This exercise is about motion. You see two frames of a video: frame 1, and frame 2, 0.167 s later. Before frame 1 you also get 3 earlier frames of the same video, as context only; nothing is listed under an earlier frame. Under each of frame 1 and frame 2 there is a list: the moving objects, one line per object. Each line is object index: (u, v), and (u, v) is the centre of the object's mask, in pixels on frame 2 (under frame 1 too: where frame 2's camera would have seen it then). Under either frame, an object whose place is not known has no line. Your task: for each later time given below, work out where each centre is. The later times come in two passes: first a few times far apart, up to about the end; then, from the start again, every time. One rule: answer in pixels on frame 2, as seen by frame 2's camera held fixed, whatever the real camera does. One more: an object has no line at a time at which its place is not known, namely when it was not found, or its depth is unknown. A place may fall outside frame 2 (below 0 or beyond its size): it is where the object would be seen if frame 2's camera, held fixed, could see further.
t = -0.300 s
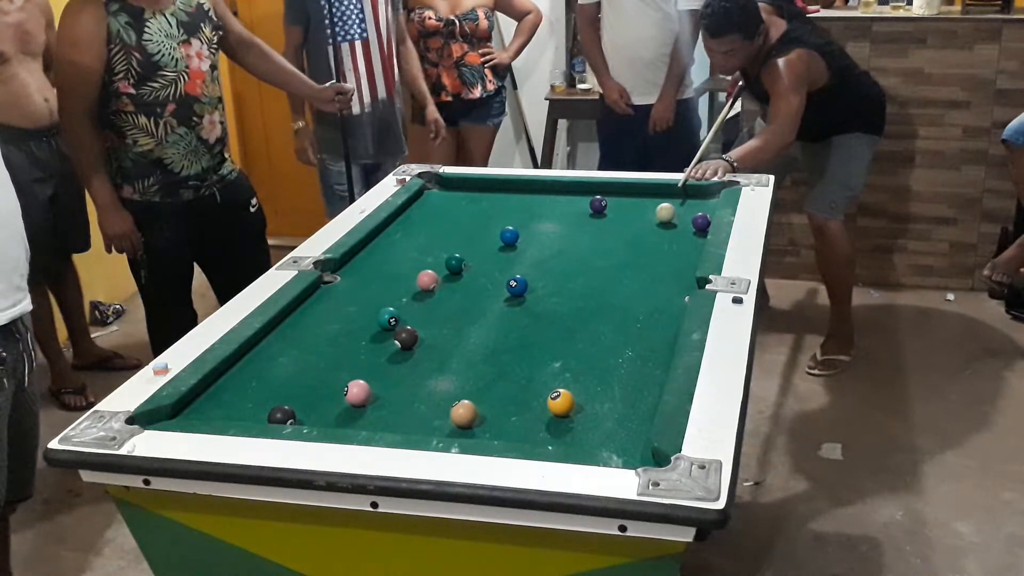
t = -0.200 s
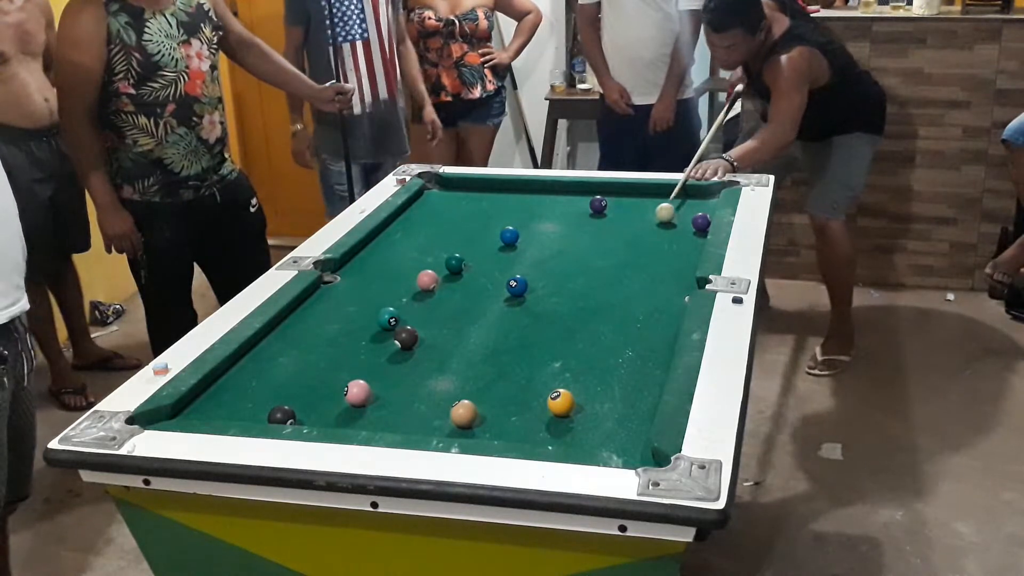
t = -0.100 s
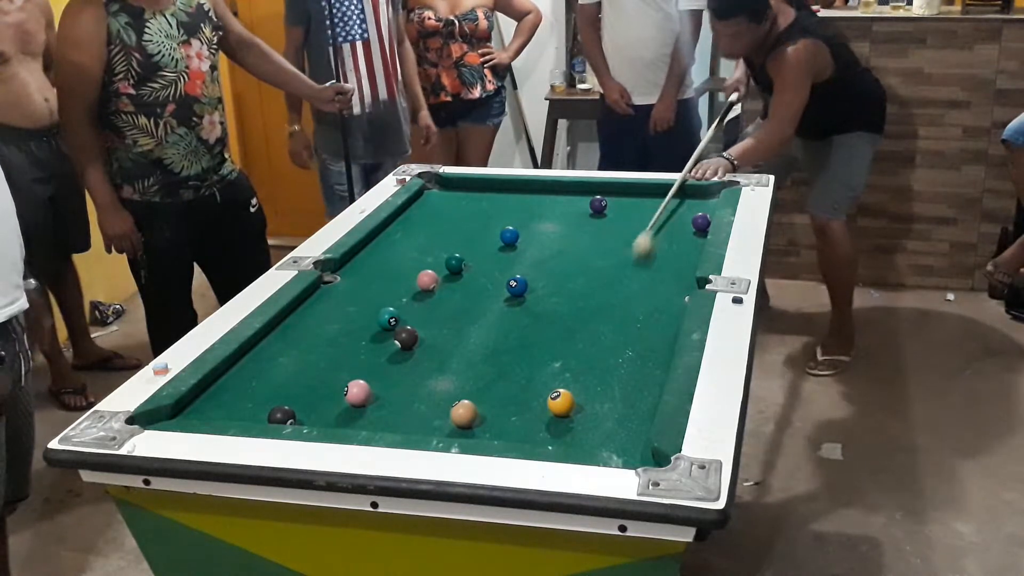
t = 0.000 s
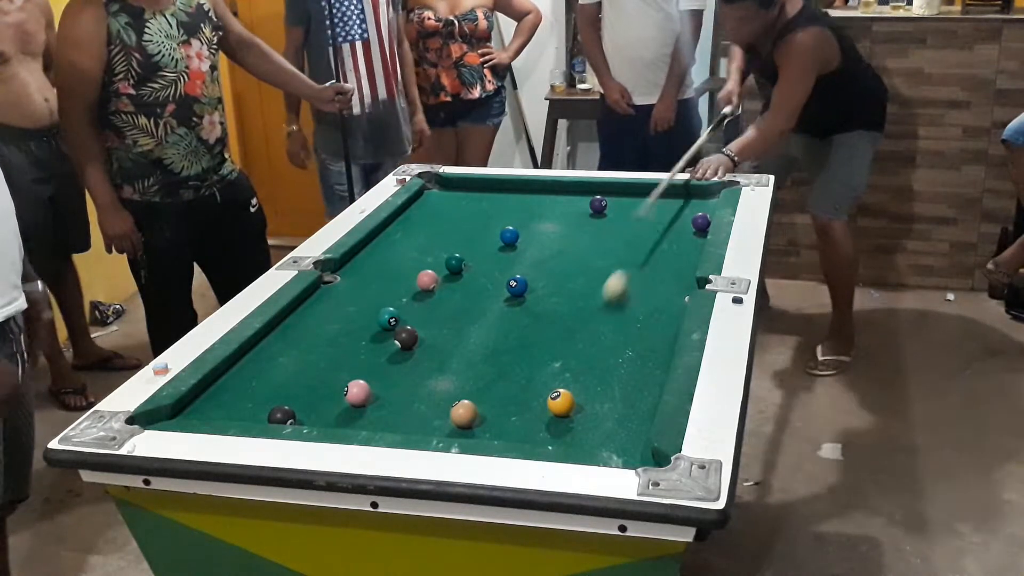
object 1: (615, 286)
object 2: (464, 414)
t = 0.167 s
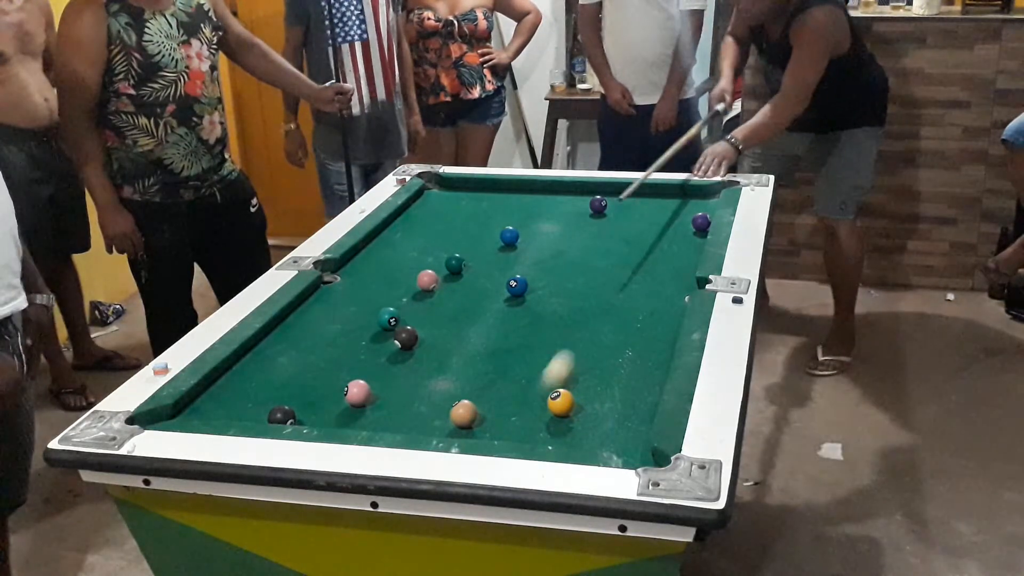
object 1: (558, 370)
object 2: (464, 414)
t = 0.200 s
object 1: (541, 389)
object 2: (464, 414)
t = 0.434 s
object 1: (478, 402)
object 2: (337, 415)
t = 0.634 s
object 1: (478, 360)
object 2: (299, 415)
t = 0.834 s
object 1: (478, 324)
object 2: (276, 416)
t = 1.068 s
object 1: (477, 290)
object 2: (253, 416)
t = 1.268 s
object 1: (477, 264)
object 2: (257, 416)
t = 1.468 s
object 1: (478, 242)
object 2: (266, 416)
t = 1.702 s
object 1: (478, 220)
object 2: (274, 416)
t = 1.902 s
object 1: (479, 203)
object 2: (279, 416)
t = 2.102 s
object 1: (480, 188)
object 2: (282, 416)
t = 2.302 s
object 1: (469, 189)
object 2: (283, 416)
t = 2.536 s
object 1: (450, 199)
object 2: (283, 416)
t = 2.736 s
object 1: (433, 208)
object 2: (283, 416)
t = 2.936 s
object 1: (417, 216)
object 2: (283, 416)
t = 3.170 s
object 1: (398, 225)
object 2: (283, 416)
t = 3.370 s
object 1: (382, 233)
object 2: (283, 416)
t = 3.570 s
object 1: (377, 240)
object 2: (283, 416)
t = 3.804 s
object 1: (375, 247)
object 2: (283, 416)
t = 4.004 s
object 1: (374, 253)
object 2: (283, 416)
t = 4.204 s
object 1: (374, 259)
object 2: (283, 416)
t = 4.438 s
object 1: (374, 265)
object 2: (283, 416)
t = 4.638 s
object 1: (375, 270)
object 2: (283, 416)
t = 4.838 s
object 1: (375, 274)
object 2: (283, 416)
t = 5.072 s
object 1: (376, 278)
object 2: (283, 416)
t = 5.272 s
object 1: (377, 281)
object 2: (283, 416)
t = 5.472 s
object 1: (377, 283)
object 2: (283, 416)
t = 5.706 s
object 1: (378, 285)
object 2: (283, 416)
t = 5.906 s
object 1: (378, 286)
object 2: (283, 416)
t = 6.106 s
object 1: (378, 286)
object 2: (283, 416)
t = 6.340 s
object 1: (378, 286)
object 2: (283, 416)
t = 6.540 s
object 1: (378, 286)
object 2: (283, 416)
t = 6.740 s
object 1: (378, 286)
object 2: (283, 416)
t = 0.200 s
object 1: (541, 389)
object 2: (464, 414)
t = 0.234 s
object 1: (515, 402)
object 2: (464, 414)
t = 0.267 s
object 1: (492, 413)
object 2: (459, 413)
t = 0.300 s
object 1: (481, 425)
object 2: (431, 414)
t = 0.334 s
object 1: (474, 428)
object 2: (405, 414)
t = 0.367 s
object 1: (475, 417)
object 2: (381, 415)
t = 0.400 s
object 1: (477, 409)
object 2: (358, 415)
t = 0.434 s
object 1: (478, 402)
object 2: (337, 415)
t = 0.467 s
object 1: (478, 394)
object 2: (317, 415)
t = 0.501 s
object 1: (478, 387)
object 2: (310, 415)
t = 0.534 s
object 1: (478, 380)
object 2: (309, 416)
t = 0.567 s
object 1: (478, 373)
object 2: (306, 415)
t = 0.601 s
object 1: (478, 366)
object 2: (302, 416)
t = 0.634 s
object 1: (478, 360)
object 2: (299, 415)
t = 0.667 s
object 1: (478, 353)
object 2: (295, 416)
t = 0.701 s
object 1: (478, 347)
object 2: (291, 415)
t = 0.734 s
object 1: (478, 341)
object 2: (287, 416)
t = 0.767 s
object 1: (478, 335)
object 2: (283, 416)
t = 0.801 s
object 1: (478, 330)
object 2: (279, 416)
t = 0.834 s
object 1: (478, 324)
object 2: (276, 416)
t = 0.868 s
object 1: (478, 319)
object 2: (272, 416)
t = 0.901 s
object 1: (477, 314)
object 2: (269, 416)
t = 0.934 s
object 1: (477, 309)
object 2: (266, 416)
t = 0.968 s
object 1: (477, 304)
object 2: (263, 416)
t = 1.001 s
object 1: (477, 299)
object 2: (259, 416)
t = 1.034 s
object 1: (478, 294)
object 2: (256, 416)
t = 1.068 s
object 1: (477, 290)
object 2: (253, 416)
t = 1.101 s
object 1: (477, 285)
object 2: (250, 416)
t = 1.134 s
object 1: (477, 281)
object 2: (249, 416)
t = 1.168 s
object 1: (477, 277)
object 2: (251, 416)
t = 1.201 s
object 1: (477, 272)
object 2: (253, 416)
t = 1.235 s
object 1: (477, 269)
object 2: (255, 416)
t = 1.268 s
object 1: (477, 264)
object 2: (257, 416)
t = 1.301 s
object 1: (478, 261)
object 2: (258, 416)
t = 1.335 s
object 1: (477, 257)
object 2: (260, 415)
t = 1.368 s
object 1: (478, 253)
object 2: (261, 415)
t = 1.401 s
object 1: (478, 249)
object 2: (263, 416)
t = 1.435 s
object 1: (478, 246)
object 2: (264, 416)
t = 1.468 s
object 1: (478, 242)
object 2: (266, 416)
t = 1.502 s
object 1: (478, 239)
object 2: (267, 415)
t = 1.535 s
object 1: (478, 235)
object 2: (268, 416)
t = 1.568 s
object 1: (478, 232)
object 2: (270, 415)
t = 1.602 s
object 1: (478, 229)
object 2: (271, 416)
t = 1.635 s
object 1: (478, 226)
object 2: (272, 416)
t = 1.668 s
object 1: (478, 223)
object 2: (273, 416)
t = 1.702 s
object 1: (478, 220)
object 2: (274, 416)
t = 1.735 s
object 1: (479, 216)
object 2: (275, 415)
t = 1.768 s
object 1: (479, 214)
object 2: (276, 416)
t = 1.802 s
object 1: (479, 211)
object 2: (277, 416)
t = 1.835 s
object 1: (479, 208)
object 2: (277, 416)
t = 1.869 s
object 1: (479, 205)
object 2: (278, 416)
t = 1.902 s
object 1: (479, 203)
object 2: (279, 416)
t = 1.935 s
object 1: (479, 200)
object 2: (279, 416)
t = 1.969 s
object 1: (479, 198)
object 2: (280, 416)
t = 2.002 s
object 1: (479, 195)
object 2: (280, 416)
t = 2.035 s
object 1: (479, 193)
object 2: (281, 416)
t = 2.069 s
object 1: (480, 190)
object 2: (281, 416)
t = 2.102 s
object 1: (480, 188)
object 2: (282, 416)
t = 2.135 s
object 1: (480, 185)
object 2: (282, 416)
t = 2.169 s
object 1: (479, 184)
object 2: (283, 416)
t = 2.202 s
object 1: (477, 185)
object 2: (283, 416)
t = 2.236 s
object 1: (474, 187)
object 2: (283, 416)
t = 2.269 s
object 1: (472, 188)
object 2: (283, 416)
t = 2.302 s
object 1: (469, 189)
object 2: (283, 416)
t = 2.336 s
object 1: (466, 190)
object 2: (283, 416)
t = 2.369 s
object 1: (463, 192)
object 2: (283, 416)
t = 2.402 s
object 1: (461, 193)
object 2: (283, 416)
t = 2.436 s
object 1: (458, 195)
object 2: (283, 416)
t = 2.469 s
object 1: (455, 196)
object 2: (283, 416)
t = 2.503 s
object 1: (452, 198)
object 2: (283, 416)
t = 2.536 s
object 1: (450, 199)
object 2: (283, 416)
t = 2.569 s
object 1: (447, 201)
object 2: (283, 416)
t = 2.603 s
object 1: (444, 202)
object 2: (283, 416)
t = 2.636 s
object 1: (442, 203)
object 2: (283, 416)
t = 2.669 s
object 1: (439, 205)
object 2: (283, 416)
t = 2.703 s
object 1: (436, 206)
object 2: (283, 416)
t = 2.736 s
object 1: (433, 208)
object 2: (283, 416)
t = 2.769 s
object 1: (431, 209)
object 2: (283, 416)
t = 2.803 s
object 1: (428, 210)
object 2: (283, 416)
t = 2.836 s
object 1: (425, 212)
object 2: (283, 416)
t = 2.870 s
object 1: (422, 213)
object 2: (283, 416)
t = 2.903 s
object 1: (420, 214)
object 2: (283, 416)
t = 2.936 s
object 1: (417, 216)
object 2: (283, 416)
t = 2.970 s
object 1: (415, 217)
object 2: (283, 416)
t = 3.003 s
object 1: (412, 218)
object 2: (283, 416)
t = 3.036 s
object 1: (409, 220)
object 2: (283, 416)
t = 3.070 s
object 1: (406, 221)
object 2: (283, 416)
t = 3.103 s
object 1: (403, 223)
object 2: (283, 416)
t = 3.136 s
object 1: (401, 224)
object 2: (283, 416)
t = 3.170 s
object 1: (398, 225)
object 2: (283, 416)
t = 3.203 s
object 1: (395, 226)
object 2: (283, 416)
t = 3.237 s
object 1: (393, 228)
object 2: (283, 416)
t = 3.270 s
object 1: (390, 229)
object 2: (283, 416)
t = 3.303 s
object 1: (388, 230)
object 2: (283, 416)
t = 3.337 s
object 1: (385, 232)
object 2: (283, 416)
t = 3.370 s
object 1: (382, 233)
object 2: (283, 416)
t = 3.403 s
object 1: (380, 234)
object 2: (283, 416)
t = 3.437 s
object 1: (378, 235)
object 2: (283, 416)
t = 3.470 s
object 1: (378, 237)
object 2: (283, 416)
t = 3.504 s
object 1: (377, 238)
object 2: (283, 416)
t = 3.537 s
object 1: (377, 238)
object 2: (283, 416)
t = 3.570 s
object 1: (377, 240)
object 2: (283, 416)
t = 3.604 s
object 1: (376, 241)
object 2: (283, 416)
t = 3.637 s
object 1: (376, 242)
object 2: (283, 416)
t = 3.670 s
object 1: (376, 243)
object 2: (283, 416)
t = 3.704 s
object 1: (376, 244)
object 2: (283, 416)
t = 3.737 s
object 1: (375, 245)
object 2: (283, 416)
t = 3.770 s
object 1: (375, 246)
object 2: (283, 416)
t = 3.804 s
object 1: (375, 247)
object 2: (283, 416)
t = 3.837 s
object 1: (374, 249)
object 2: (283, 416)
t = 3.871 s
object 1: (374, 250)
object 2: (283, 416)
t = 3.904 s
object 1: (374, 251)
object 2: (283, 416)
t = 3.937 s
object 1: (374, 252)
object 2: (283, 416)
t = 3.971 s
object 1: (374, 253)
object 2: (283, 416)
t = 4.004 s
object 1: (374, 253)
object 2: (283, 416)
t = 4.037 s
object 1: (374, 255)
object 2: (283, 416)
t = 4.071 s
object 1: (374, 256)
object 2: (283, 416)
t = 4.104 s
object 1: (374, 256)
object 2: (283, 416)
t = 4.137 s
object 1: (374, 257)
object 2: (283, 416)
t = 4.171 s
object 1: (374, 258)
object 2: (283, 416)
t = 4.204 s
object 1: (374, 259)
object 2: (283, 416)
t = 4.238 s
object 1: (374, 260)
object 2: (283, 416)
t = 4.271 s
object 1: (374, 261)
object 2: (283, 416)
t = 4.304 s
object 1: (374, 262)
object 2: (283, 416)
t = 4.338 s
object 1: (374, 263)
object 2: (283, 416)
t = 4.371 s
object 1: (374, 263)
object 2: (283, 416)
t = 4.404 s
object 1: (374, 264)
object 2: (283, 416)
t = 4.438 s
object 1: (374, 265)
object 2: (283, 416)
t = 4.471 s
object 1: (374, 266)
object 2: (283, 416)
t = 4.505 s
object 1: (375, 267)
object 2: (283, 416)
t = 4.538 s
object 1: (375, 268)
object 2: (283, 416)
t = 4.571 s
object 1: (375, 268)
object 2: (283, 416)
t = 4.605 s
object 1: (375, 269)
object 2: (283, 416)
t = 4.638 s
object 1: (375, 270)
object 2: (283, 416)
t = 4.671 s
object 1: (375, 271)
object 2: (283, 416)
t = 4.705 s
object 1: (375, 271)
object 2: (283, 416)
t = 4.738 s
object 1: (375, 272)
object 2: (283, 416)
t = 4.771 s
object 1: (375, 273)
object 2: (283, 416)
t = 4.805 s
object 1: (375, 273)
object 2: (283, 416)
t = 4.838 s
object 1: (375, 274)
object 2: (283, 416)
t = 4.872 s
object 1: (375, 274)
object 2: (283, 416)
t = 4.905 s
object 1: (375, 275)
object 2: (283, 416)
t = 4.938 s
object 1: (375, 276)
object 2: (283, 416)
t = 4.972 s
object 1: (375, 276)
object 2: (283, 416)
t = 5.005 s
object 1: (376, 277)
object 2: (283, 416)
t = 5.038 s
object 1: (376, 277)
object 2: (283, 416)
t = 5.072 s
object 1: (376, 278)
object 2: (283, 416)
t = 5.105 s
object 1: (376, 278)
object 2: (283, 416)
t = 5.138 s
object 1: (376, 279)
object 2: (283, 416)
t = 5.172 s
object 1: (376, 279)
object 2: (283, 416)
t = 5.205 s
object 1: (377, 280)
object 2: (283, 416)
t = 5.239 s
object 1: (377, 280)
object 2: (283, 416)
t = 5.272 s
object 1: (377, 281)
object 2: (283, 416)
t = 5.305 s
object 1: (377, 281)
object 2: (283, 416)
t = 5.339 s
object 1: (377, 281)
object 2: (283, 416)
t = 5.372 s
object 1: (377, 282)
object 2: (283, 416)
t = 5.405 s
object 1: (377, 282)
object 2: (283, 416)
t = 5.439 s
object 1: (377, 283)
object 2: (283, 416)
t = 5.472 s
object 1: (377, 283)
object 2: (283, 416)
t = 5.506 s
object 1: (378, 283)
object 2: (283, 416)
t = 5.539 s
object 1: (378, 283)
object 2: (283, 416)
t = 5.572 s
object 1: (378, 284)
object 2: (283, 416)
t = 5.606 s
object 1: (378, 284)
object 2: (283, 416)
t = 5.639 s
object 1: (378, 284)
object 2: (283, 416)
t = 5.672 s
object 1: (378, 284)
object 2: (283, 416)
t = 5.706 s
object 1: (378, 285)
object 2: (283, 416)
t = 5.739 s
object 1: (378, 285)
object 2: (283, 416)
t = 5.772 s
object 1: (378, 285)
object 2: (283, 416)
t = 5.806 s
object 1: (378, 285)
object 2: (283, 416)
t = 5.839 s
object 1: (378, 285)
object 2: (283, 416)
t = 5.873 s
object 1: (378, 285)
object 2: (283, 416)
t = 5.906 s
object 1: (378, 286)
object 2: (283, 416)
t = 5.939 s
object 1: (378, 286)
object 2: (283, 416)
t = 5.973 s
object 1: (378, 286)
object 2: (283, 416)
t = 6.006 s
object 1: (378, 286)
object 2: (283, 416)
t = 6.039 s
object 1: (378, 286)
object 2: (283, 416)
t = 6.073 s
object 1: (378, 286)
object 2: (283, 416)
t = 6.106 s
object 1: (378, 286)
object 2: (283, 416)
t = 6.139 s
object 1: (378, 286)
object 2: (283, 416)
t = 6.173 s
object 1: (378, 286)
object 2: (283, 416)
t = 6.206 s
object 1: (379, 286)
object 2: (283, 416)
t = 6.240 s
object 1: (379, 286)
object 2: (283, 416)
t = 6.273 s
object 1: (378, 286)
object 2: (283, 416)
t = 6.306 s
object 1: (378, 286)
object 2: (283, 416)
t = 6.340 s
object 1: (378, 286)
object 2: (283, 416)
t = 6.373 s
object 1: (379, 286)
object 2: (283, 416)
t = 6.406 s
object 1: (378, 286)
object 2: (283, 416)
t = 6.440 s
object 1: (379, 286)
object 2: (283, 416)
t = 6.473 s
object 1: (379, 286)
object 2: (283, 416)
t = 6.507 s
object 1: (379, 286)
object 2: (283, 416)
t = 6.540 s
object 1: (378, 286)
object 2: (283, 416)
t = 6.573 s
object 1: (378, 286)
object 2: (283, 416)
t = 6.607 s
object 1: (378, 286)
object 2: (283, 416)
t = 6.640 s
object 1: (378, 286)
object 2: (283, 416)
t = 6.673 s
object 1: (378, 286)
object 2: (283, 416)
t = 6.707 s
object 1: (378, 286)
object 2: (283, 416)
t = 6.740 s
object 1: (378, 286)
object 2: (283, 416)
